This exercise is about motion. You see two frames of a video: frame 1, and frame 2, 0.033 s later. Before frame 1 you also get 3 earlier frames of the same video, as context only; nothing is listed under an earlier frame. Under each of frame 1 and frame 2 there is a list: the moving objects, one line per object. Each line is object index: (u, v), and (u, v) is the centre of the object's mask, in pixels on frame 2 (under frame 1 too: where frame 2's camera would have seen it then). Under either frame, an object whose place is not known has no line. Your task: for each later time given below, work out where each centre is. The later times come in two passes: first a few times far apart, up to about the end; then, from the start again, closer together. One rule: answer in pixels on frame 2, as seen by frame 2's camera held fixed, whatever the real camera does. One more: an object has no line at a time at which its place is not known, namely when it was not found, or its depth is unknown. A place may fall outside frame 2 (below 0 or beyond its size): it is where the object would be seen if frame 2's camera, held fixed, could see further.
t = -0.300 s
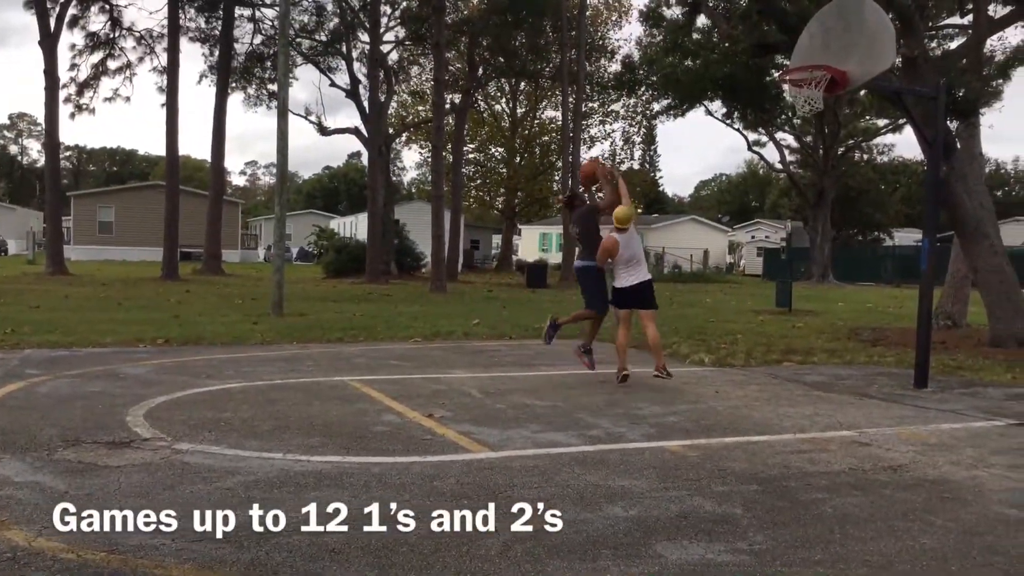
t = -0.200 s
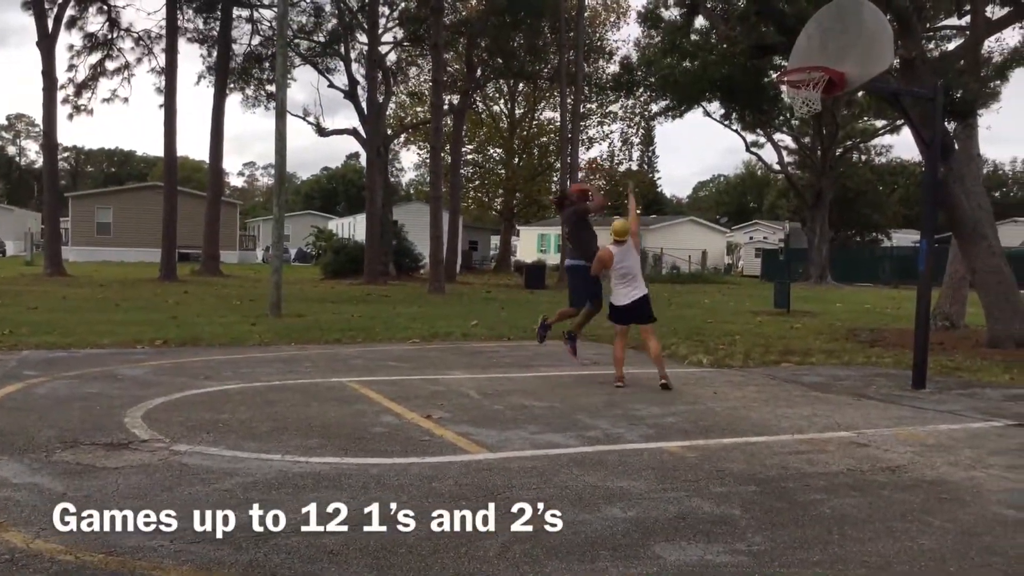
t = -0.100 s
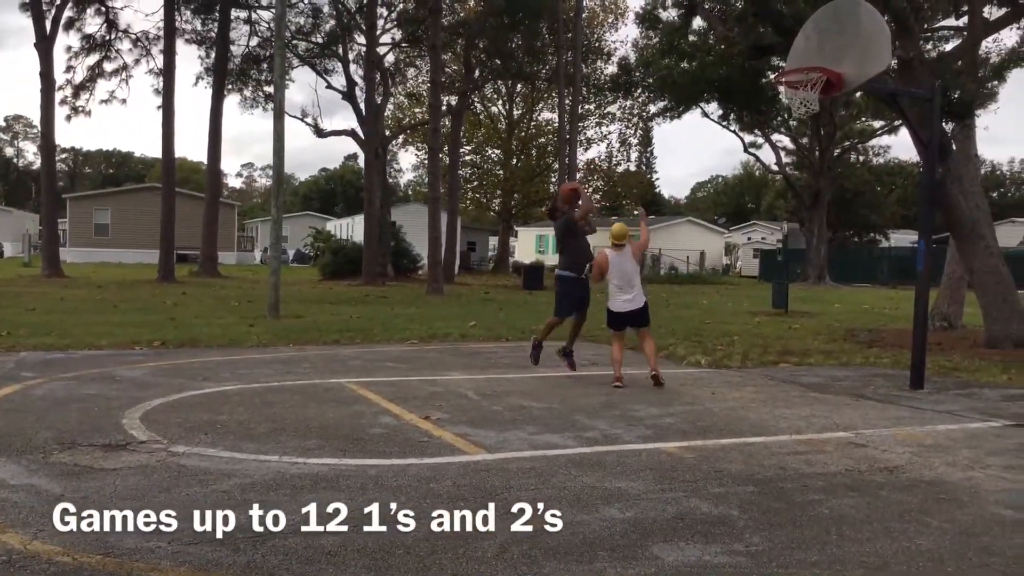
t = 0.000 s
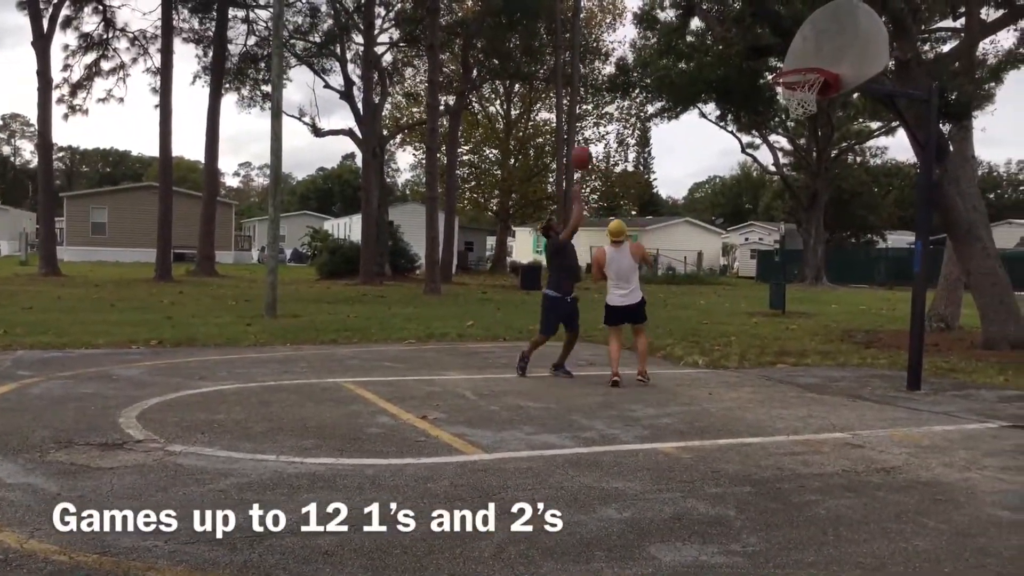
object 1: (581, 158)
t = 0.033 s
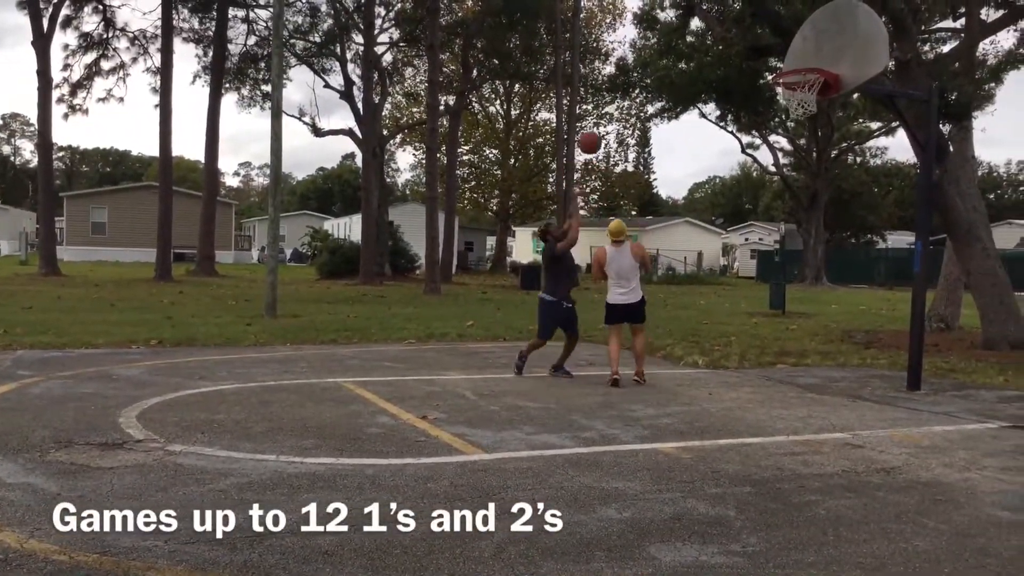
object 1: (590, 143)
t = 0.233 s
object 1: (643, 75)
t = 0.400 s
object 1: (689, 46)
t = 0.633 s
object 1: (752, 53)
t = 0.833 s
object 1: (769, 67)
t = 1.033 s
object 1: (757, 85)
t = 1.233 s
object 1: (743, 138)
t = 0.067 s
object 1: (599, 130)
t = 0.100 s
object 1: (607, 116)
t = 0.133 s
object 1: (616, 104)
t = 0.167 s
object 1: (626, 93)
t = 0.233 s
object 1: (643, 75)
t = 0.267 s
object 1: (652, 67)
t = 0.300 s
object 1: (662, 60)
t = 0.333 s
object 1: (671, 54)
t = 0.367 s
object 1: (681, 50)
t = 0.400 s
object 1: (689, 46)
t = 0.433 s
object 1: (698, 43)
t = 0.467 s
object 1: (707, 42)
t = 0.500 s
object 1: (717, 43)
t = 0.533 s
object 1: (725, 43)
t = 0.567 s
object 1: (734, 45)
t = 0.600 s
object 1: (742, 49)
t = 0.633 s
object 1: (752, 53)
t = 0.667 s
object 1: (759, 58)
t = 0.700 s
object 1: (768, 66)
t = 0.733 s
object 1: (773, 71)
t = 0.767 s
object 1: (772, 69)
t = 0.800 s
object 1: (770, 67)
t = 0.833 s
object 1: (769, 67)
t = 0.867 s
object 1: (767, 68)
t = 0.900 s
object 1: (764, 69)
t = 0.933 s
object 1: (763, 71)
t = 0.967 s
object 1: (760, 75)
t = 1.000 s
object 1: (758, 80)
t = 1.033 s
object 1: (757, 85)
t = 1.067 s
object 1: (754, 91)
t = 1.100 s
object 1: (752, 98)
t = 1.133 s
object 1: (749, 106)
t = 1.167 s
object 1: (747, 115)
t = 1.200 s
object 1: (744, 126)
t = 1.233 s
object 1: (743, 138)
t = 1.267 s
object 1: (741, 150)
